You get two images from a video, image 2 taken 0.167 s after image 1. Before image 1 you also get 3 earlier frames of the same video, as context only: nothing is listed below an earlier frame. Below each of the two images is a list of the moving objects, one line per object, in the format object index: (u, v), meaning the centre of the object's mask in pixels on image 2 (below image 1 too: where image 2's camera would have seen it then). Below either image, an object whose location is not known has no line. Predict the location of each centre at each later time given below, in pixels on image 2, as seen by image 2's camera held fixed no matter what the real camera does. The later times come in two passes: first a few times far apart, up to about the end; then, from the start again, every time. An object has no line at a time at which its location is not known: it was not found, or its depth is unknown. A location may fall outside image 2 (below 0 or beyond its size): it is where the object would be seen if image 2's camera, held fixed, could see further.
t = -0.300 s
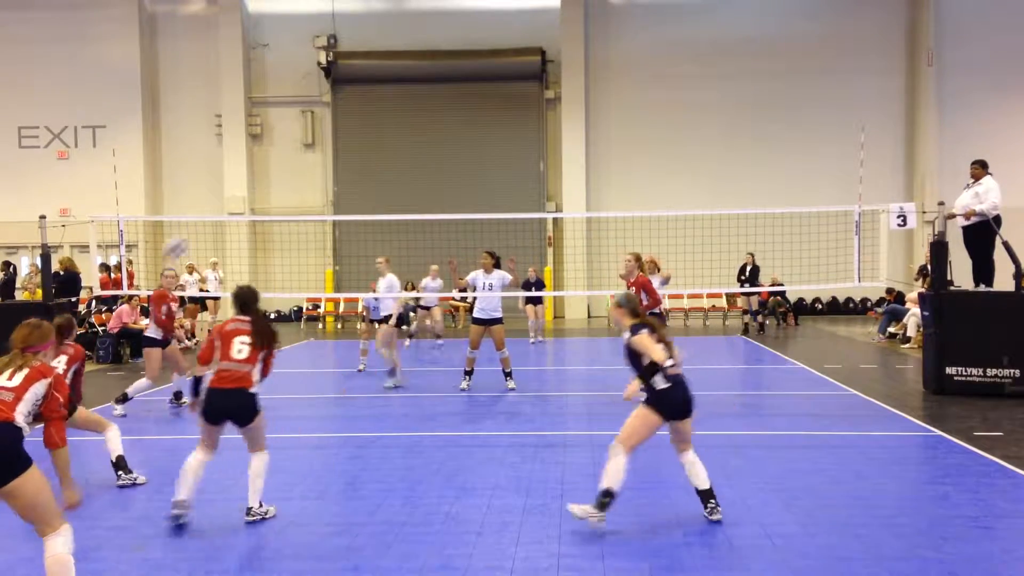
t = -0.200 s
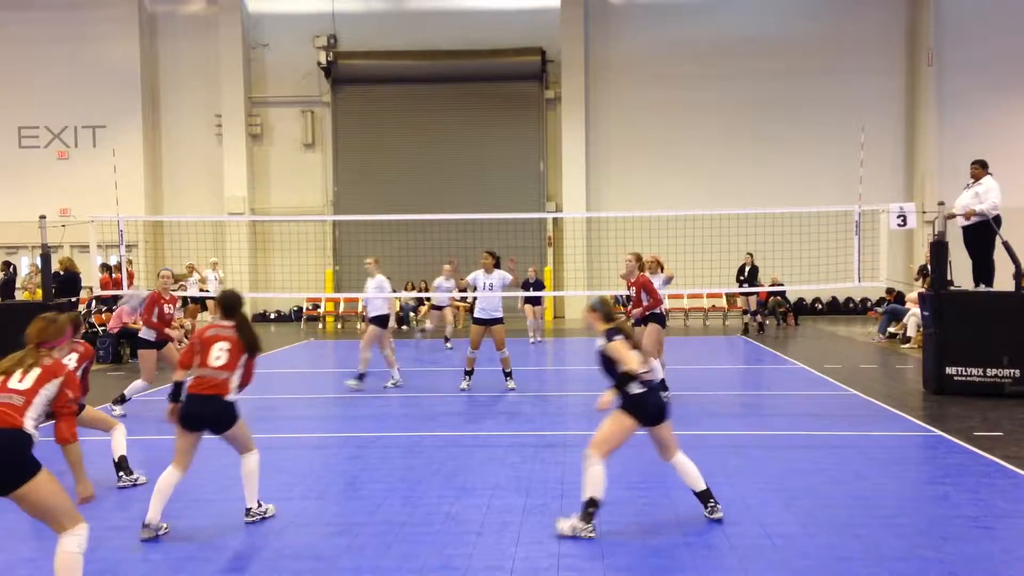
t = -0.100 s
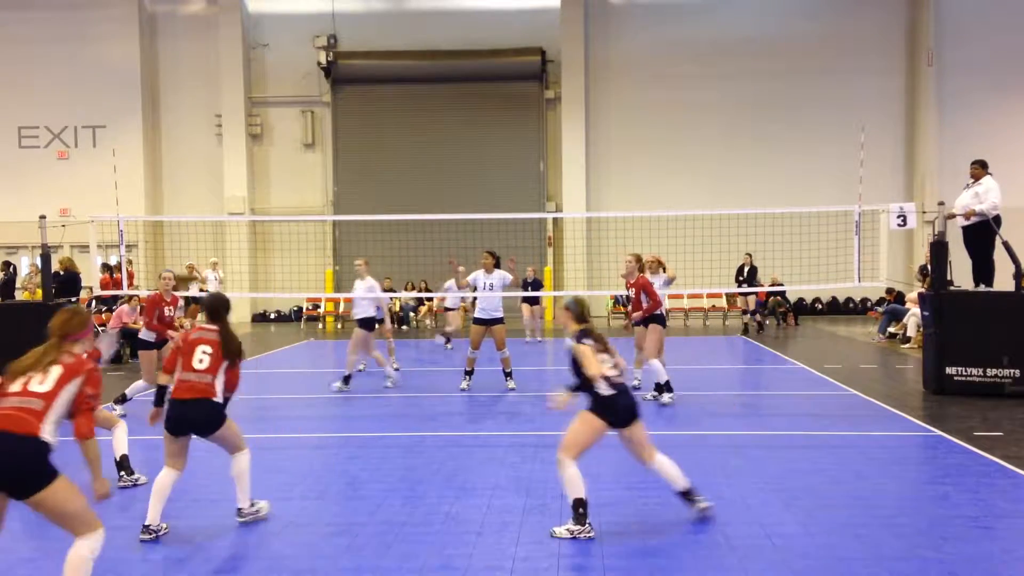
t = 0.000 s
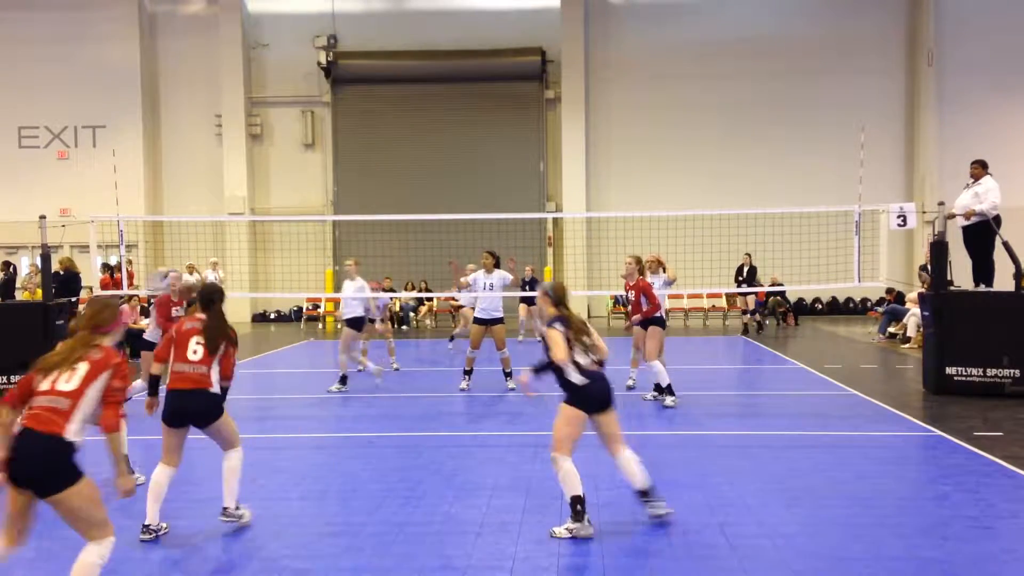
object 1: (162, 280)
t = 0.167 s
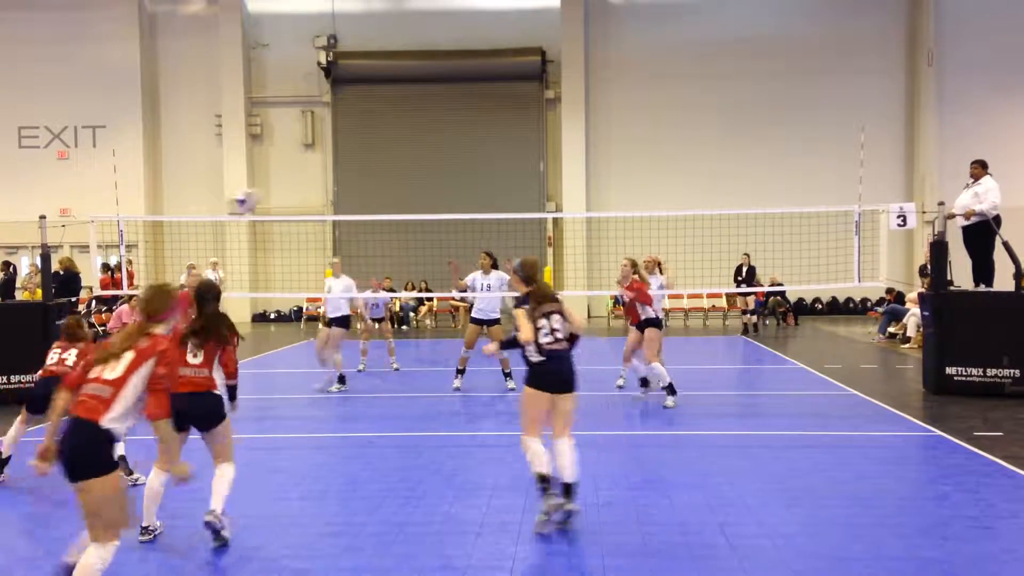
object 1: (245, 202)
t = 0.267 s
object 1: (295, 169)
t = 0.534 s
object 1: (410, 138)
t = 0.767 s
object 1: (501, 167)
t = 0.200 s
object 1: (260, 191)
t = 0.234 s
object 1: (277, 178)
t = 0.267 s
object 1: (295, 169)
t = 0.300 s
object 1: (307, 161)
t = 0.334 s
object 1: (322, 153)
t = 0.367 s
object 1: (340, 147)
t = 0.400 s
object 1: (354, 144)
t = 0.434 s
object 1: (367, 140)
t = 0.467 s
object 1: (382, 138)
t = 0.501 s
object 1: (396, 138)
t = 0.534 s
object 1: (410, 138)
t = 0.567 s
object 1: (424, 139)
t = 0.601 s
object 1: (437, 141)
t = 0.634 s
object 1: (450, 144)
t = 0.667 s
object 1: (464, 149)
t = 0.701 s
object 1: (476, 152)
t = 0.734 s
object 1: (490, 160)
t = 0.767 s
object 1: (501, 167)
